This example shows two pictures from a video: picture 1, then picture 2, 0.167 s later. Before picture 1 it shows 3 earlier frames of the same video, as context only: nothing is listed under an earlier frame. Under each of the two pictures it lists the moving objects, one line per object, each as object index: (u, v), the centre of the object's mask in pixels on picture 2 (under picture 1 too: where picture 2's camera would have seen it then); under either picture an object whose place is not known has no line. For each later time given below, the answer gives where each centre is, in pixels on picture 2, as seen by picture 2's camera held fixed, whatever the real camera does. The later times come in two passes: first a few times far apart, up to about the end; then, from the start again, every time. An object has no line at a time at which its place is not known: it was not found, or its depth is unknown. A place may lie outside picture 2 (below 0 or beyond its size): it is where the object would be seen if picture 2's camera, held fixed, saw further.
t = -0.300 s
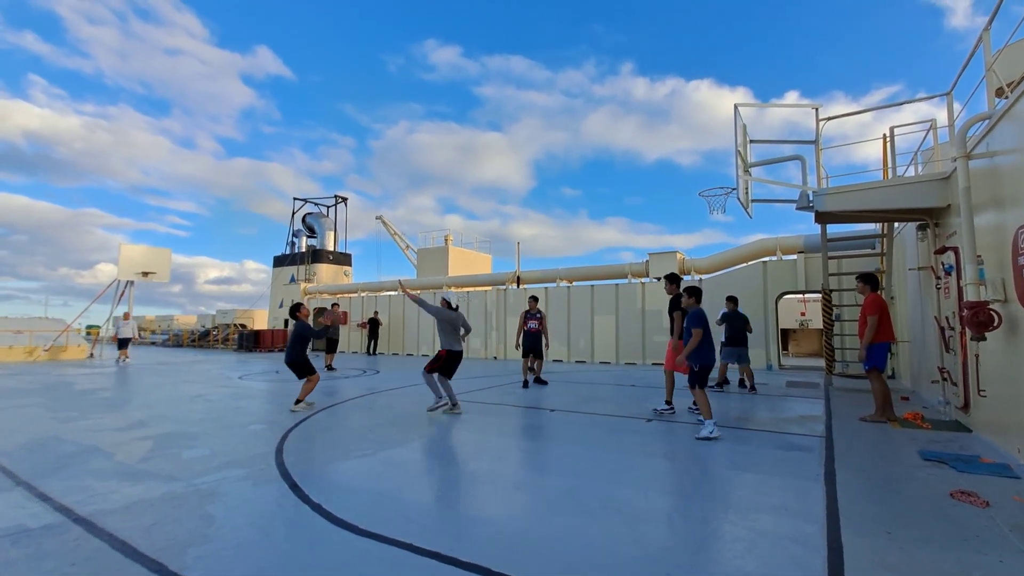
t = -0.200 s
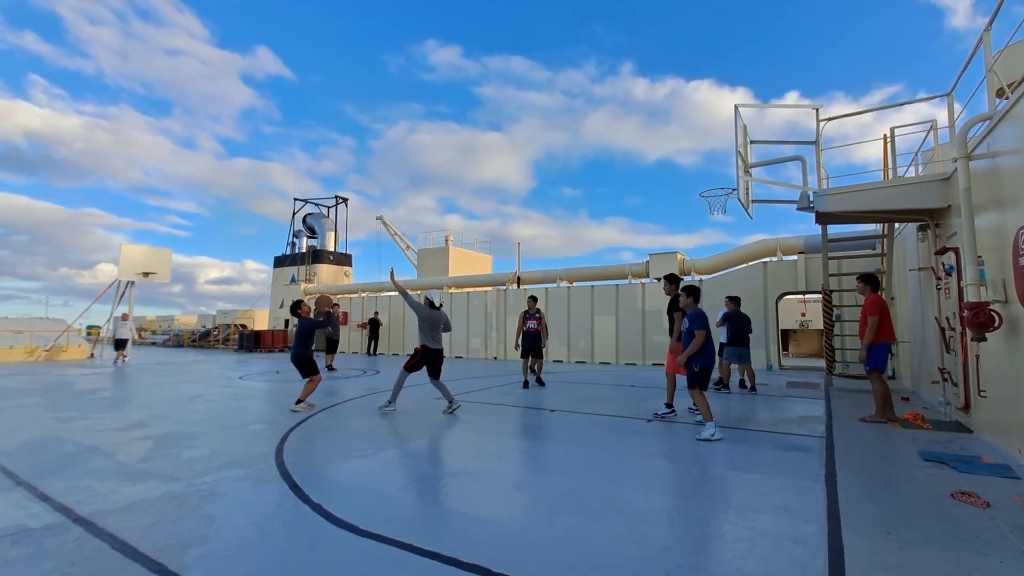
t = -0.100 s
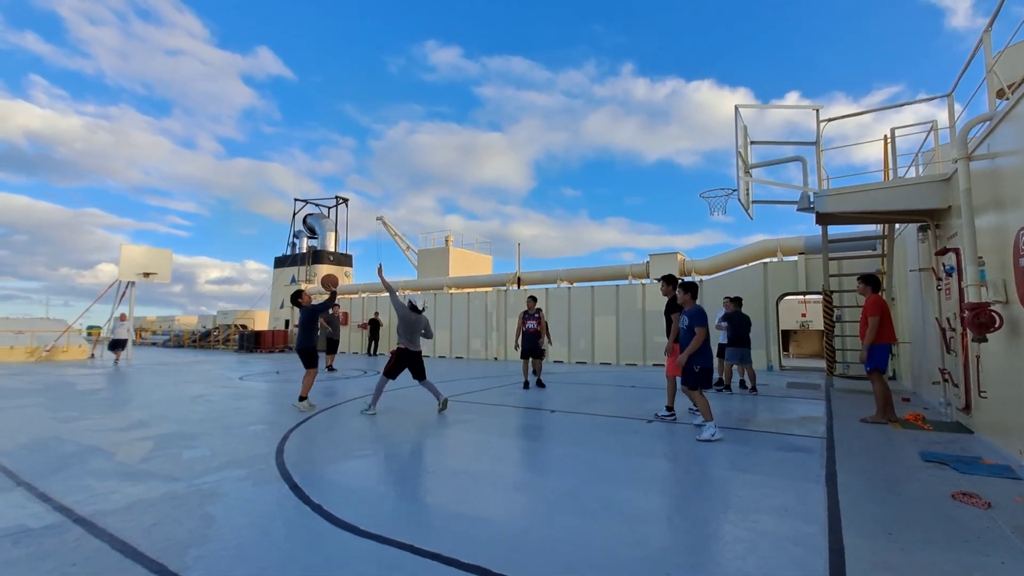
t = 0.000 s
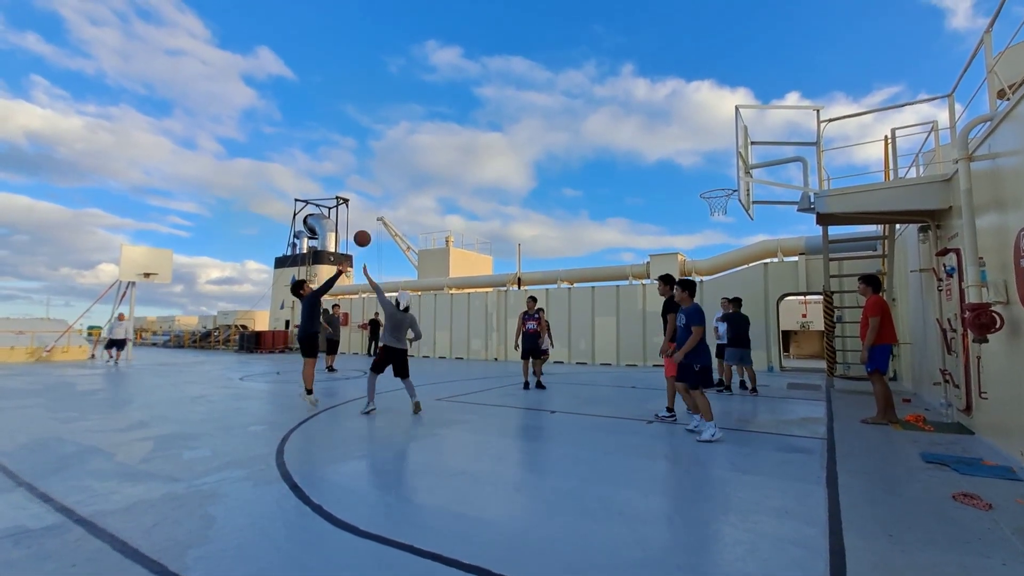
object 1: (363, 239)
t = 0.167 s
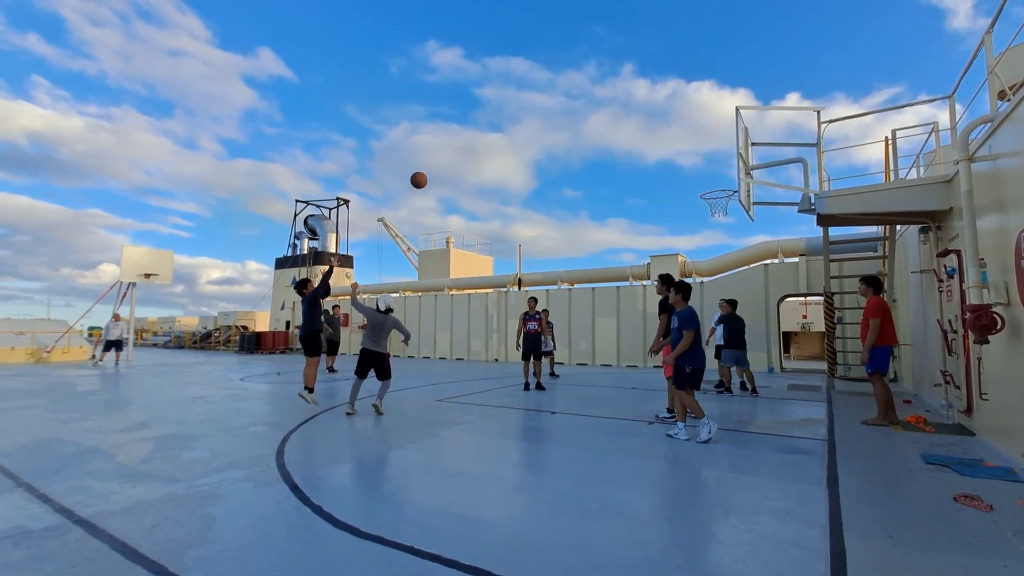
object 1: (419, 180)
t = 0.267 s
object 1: (452, 154)
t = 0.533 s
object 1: (537, 118)
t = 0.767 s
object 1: (611, 124)
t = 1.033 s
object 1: (698, 176)
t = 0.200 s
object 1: (430, 171)
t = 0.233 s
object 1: (441, 162)
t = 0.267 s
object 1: (452, 154)
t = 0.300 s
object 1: (462, 147)
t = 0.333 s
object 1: (473, 141)
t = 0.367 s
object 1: (484, 135)
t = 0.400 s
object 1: (494, 130)
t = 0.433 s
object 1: (505, 126)
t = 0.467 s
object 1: (516, 123)
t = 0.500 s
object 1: (527, 120)
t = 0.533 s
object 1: (537, 118)
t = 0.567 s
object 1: (548, 117)
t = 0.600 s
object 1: (559, 116)
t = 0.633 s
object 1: (569, 116)
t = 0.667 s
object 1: (579, 117)
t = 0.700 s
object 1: (590, 119)
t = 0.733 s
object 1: (600, 121)
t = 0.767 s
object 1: (611, 124)
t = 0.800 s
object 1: (622, 127)
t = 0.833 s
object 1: (632, 132)
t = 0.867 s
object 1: (643, 137)
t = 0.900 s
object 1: (654, 143)
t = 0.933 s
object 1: (665, 150)
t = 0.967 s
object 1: (676, 158)
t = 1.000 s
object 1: (687, 167)
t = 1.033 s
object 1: (698, 176)
